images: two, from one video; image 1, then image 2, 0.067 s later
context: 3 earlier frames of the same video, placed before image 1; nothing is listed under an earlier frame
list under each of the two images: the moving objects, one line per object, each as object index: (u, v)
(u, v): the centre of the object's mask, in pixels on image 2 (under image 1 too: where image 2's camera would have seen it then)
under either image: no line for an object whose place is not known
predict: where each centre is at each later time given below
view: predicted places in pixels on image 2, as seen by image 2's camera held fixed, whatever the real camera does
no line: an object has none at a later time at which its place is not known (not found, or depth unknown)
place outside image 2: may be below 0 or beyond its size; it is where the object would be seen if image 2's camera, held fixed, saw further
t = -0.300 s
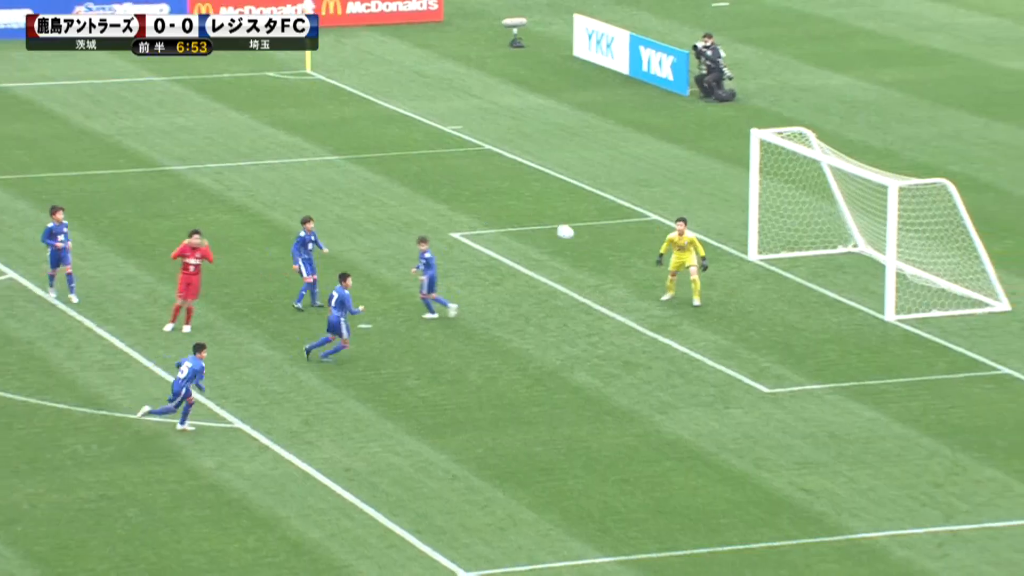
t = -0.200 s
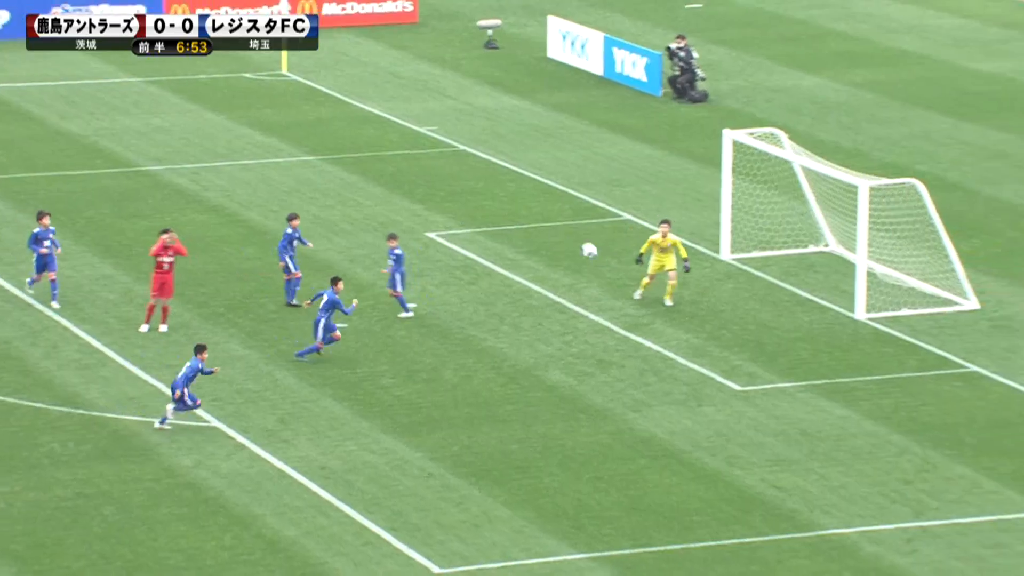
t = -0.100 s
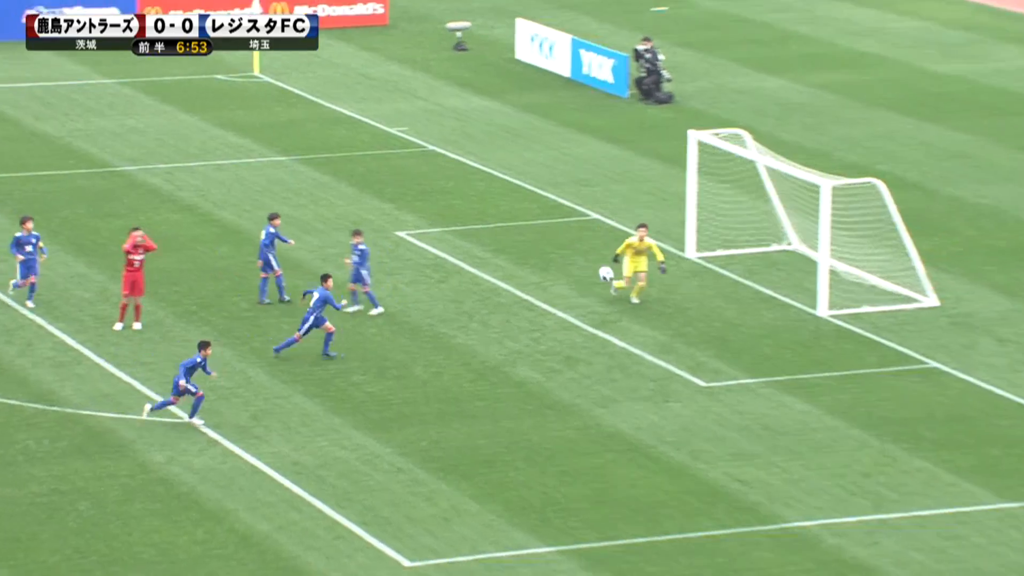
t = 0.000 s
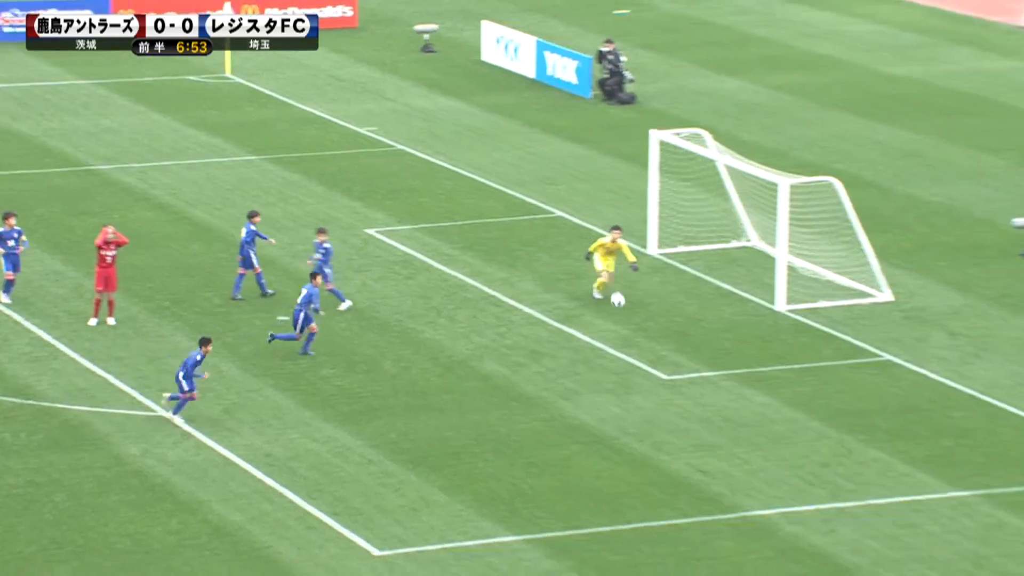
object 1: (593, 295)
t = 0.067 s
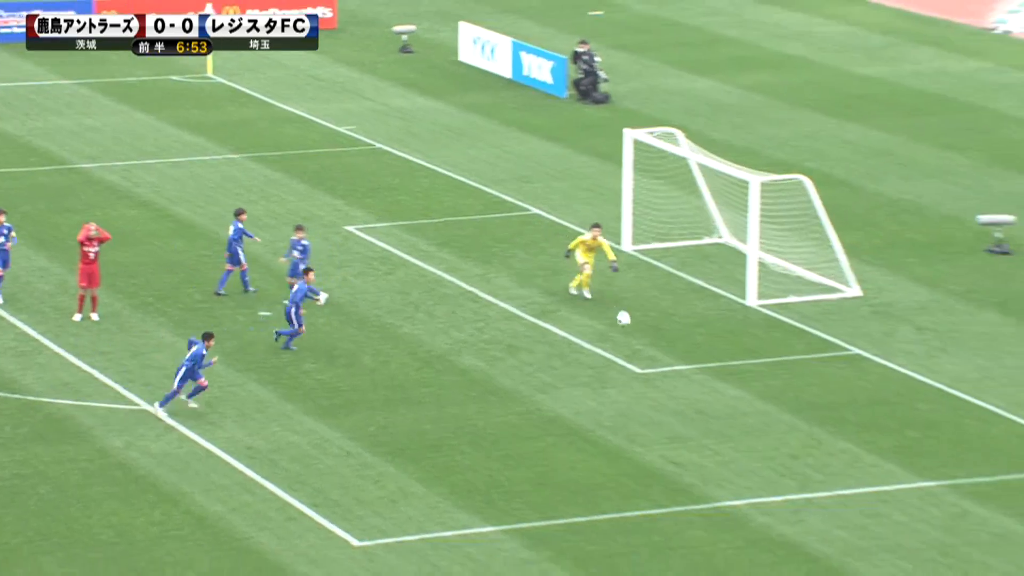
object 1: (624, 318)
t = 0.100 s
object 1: (639, 331)
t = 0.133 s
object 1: (655, 344)
